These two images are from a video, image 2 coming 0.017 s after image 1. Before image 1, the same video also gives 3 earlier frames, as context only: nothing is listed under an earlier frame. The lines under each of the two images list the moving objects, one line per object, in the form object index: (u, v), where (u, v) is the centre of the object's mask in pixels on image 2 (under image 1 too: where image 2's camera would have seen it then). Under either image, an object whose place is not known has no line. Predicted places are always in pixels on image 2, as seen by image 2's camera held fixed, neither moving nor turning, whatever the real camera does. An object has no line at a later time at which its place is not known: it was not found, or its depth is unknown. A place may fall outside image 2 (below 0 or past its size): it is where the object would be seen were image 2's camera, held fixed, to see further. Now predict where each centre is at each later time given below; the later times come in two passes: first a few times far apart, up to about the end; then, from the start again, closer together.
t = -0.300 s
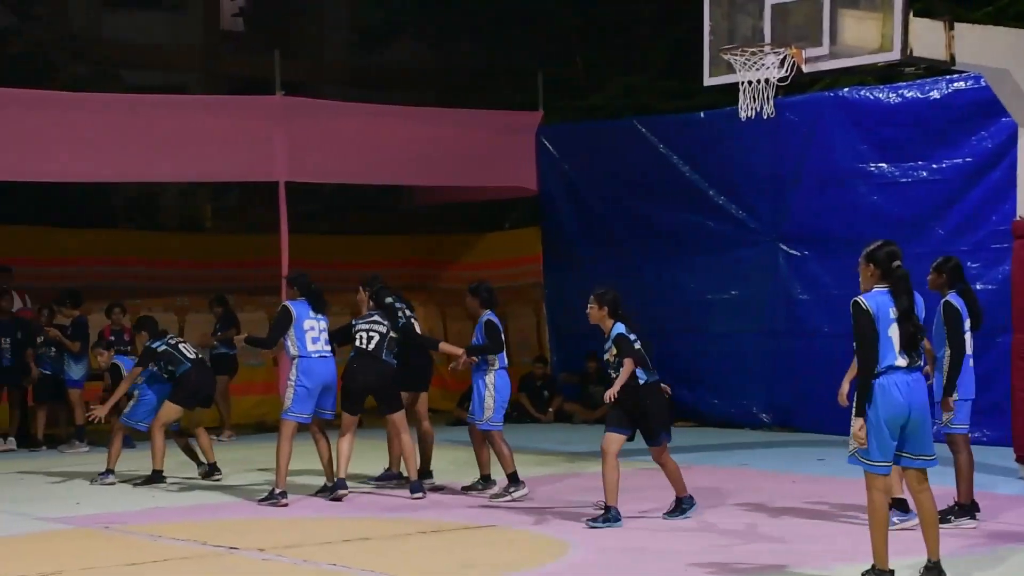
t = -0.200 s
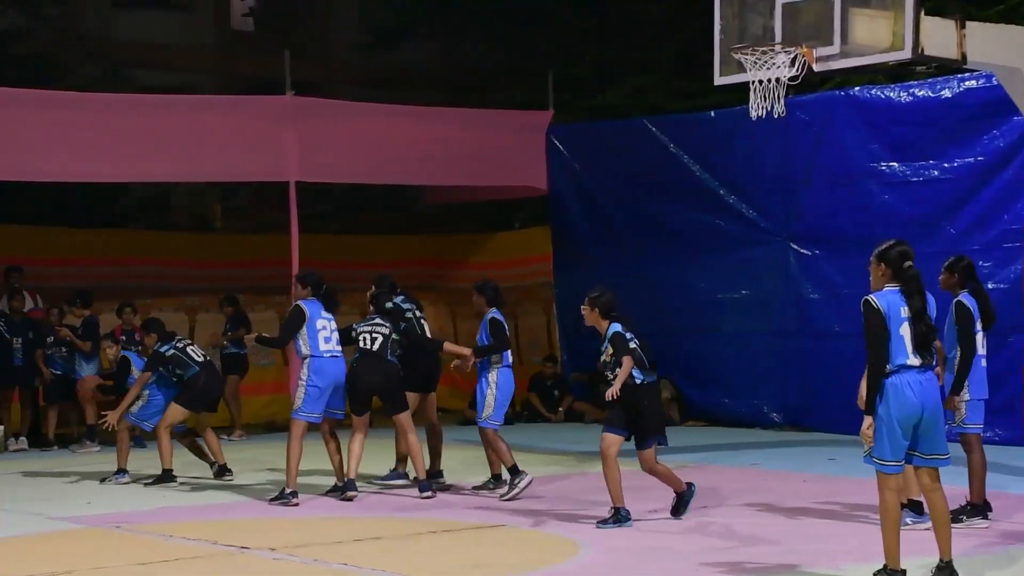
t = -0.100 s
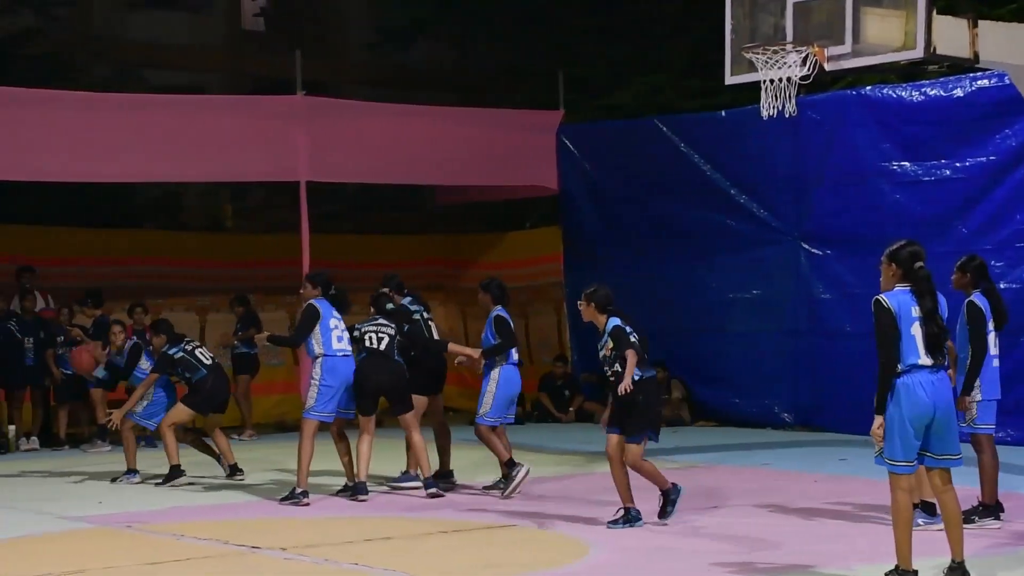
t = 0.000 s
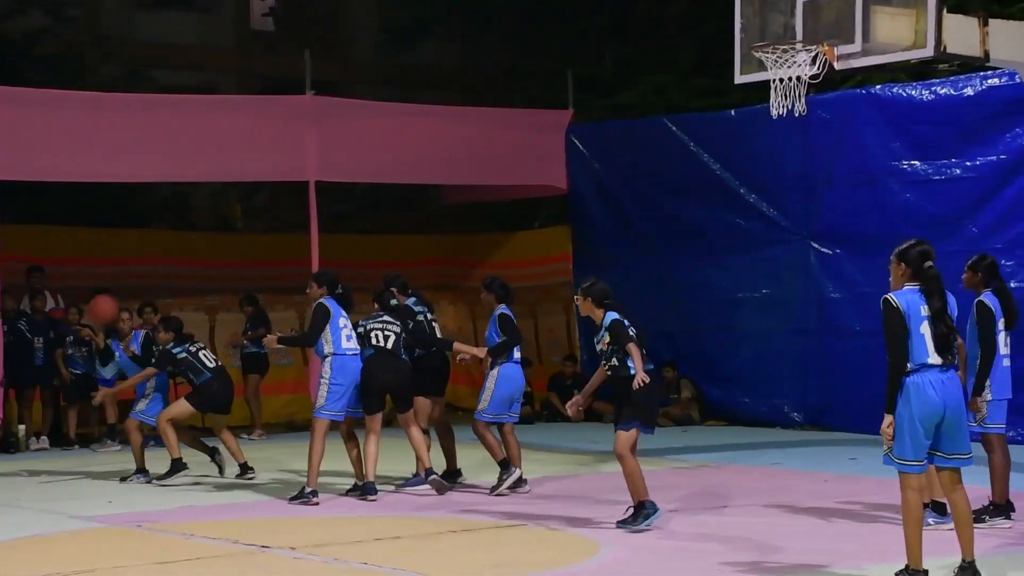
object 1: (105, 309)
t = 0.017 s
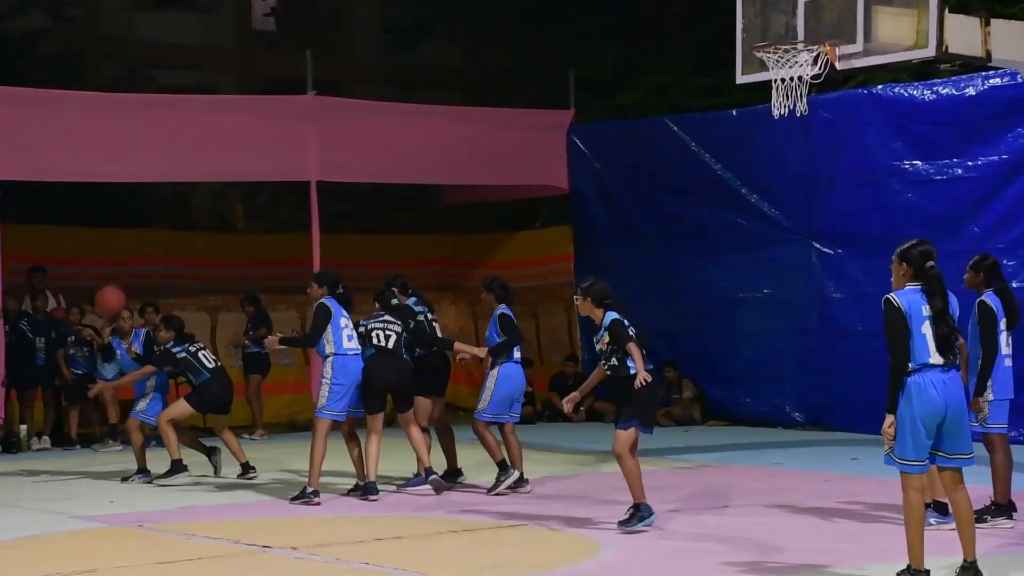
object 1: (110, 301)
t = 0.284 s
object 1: (209, 196)
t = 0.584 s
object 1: (333, 187)
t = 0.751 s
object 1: (409, 236)
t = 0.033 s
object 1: (116, 292)
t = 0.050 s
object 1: (122, 283)
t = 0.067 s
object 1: (128, 275)
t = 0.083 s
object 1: (134, 266)
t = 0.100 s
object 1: (140, 259)
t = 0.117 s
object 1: (146, 252)
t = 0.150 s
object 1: (159, 238)
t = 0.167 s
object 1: (165, 231)
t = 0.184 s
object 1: (171, 225)
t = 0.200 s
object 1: (177, 219)
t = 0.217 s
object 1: (184, 214)
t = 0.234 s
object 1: (190, 209)
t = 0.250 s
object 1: (196, 205)
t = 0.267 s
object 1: (203, 200)
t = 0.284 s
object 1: (209, 196)
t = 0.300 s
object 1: (216, 193)
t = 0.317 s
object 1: (222, 189)
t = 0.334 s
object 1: (228, 187)
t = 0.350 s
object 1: (235, 184)
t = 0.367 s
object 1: (242, 182)
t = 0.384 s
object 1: (248, 180)
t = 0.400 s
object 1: (255, 178)
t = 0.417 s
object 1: (262, 178)
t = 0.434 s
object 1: (268, 177)
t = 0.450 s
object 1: (275, 177)
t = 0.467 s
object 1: (282, 177)
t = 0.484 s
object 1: (289, 177)
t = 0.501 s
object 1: (296, 177)
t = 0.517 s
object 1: (303, 179)
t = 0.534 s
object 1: (311, 180)
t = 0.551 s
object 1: (318, 182)
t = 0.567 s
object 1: (326, 184)
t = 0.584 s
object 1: (333, 187)
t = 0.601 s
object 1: (340, 190)
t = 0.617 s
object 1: (348, 193)
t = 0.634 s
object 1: (355, 197)
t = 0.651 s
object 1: (363, 201)
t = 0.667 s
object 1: (370, 206)
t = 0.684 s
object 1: (378, 211)
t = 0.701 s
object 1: (385, 217)
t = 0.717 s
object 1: (393, 223)
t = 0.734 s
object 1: (401, 229)
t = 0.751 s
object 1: (409, 236)
